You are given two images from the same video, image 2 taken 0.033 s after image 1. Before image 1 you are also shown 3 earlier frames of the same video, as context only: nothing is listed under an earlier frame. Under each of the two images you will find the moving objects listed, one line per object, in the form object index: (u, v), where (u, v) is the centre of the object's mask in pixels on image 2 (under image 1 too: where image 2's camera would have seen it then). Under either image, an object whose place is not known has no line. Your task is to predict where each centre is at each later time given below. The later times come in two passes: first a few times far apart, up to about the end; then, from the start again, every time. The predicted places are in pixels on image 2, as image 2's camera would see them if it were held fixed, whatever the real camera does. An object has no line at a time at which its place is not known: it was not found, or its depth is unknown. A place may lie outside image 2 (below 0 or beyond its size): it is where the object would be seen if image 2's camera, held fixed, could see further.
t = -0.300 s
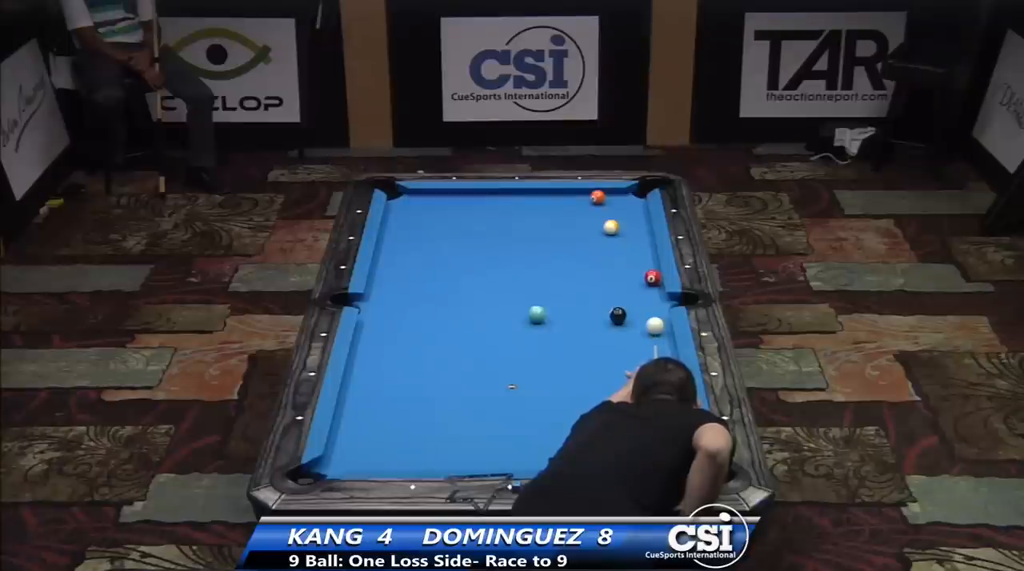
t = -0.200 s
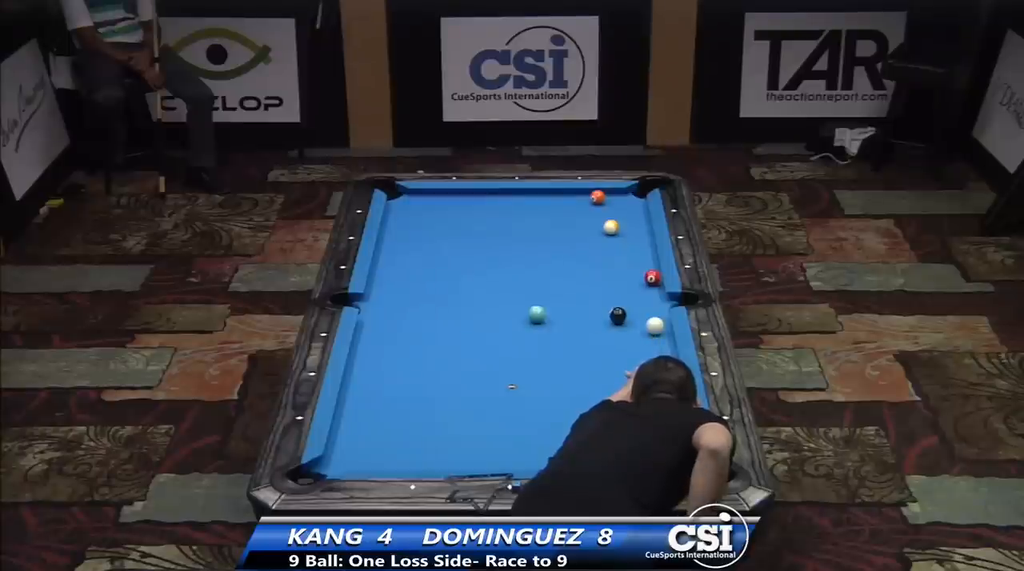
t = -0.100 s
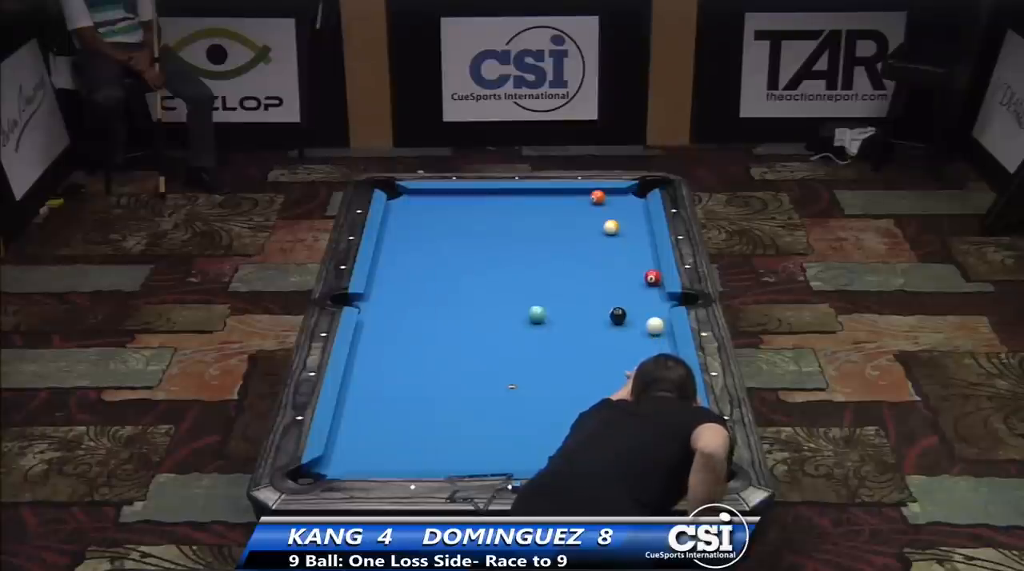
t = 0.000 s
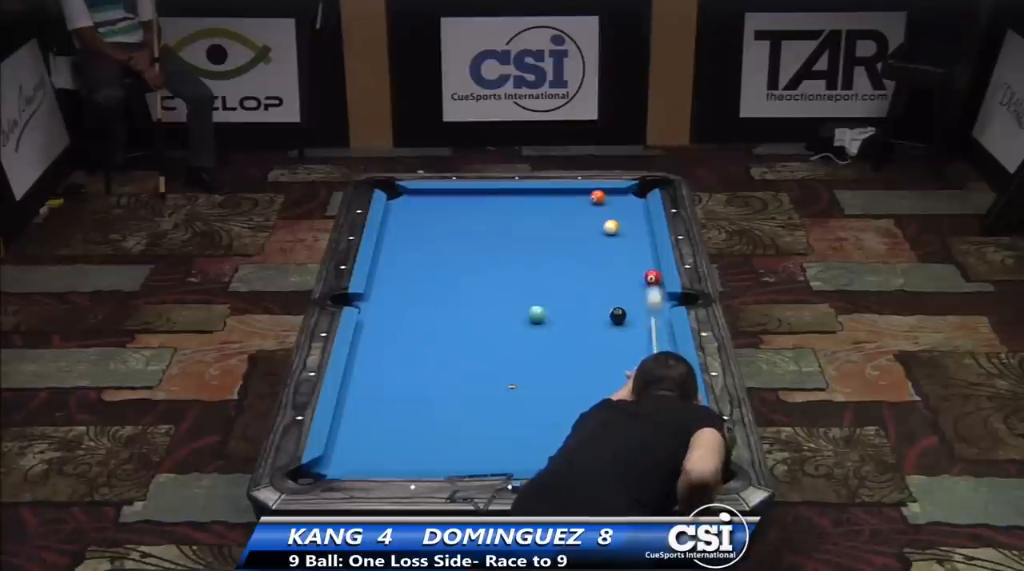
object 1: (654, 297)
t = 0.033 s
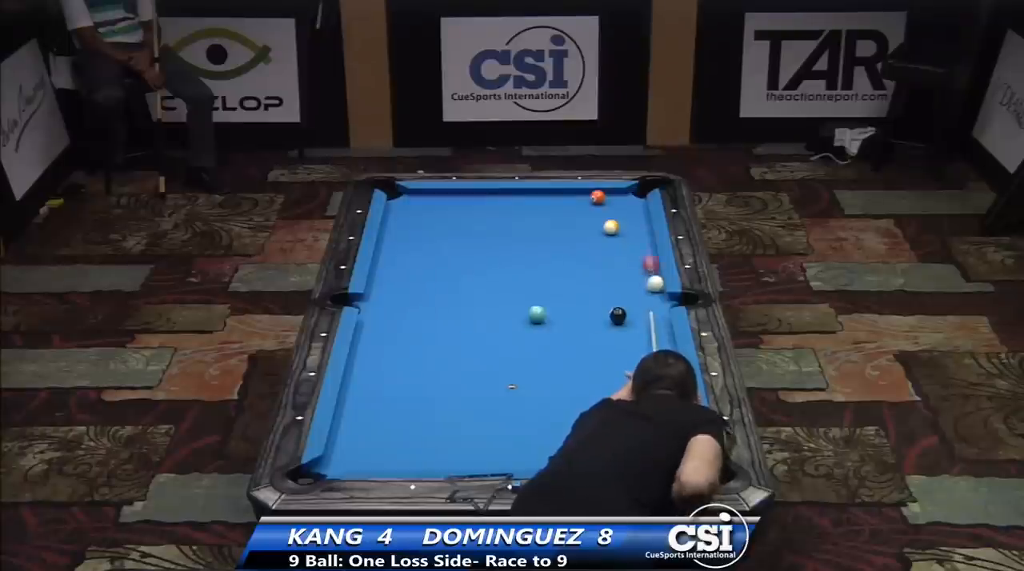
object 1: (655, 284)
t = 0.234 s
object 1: (641, 282)
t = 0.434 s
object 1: (627, 280)
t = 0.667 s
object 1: (613, 279)
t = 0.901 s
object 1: (599, 277)
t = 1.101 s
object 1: (587, 275)
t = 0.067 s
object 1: (653, 283)
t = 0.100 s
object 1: (651, 283)
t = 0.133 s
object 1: (648, 283)
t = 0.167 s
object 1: (646, 282)
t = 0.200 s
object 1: (643, 282)
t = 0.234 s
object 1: (641, 282)
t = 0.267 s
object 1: (639, 282)
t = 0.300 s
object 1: (636, 281)
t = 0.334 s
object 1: (634, 281)
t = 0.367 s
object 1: (632, 281)
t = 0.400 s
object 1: (629, 281)
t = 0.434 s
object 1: (627, 280)
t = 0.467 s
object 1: (625, 280)
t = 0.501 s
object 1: (623, 280)
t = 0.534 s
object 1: (621, 280)
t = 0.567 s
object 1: (619, 279)
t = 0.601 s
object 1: (617, 279)
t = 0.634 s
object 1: (615, 279)
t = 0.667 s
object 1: (613, 279)
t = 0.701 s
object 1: (610, 278)
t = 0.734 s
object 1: (609, 278)
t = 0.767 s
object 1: (606, 278)
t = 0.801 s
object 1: (605, 277)
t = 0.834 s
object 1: (603, 277)
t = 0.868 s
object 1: (601, 277)
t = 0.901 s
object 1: (599, 277)
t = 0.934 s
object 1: (597, 277)
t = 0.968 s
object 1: (595, 276)
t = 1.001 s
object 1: (593, 276)
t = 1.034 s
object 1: (592, 276)
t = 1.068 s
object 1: (590, 276)
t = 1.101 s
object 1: (587, 275)
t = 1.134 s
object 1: (584, 274)
